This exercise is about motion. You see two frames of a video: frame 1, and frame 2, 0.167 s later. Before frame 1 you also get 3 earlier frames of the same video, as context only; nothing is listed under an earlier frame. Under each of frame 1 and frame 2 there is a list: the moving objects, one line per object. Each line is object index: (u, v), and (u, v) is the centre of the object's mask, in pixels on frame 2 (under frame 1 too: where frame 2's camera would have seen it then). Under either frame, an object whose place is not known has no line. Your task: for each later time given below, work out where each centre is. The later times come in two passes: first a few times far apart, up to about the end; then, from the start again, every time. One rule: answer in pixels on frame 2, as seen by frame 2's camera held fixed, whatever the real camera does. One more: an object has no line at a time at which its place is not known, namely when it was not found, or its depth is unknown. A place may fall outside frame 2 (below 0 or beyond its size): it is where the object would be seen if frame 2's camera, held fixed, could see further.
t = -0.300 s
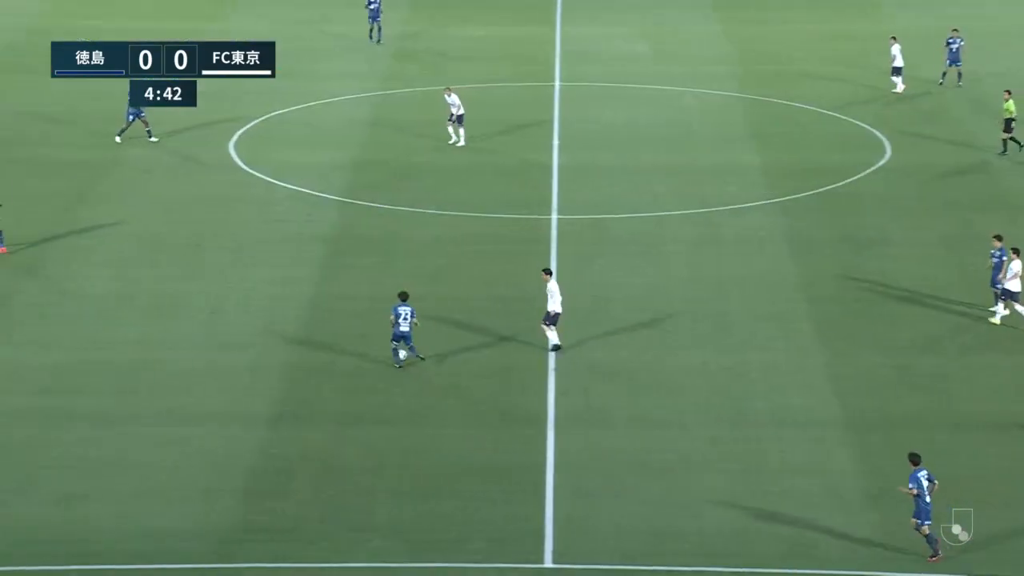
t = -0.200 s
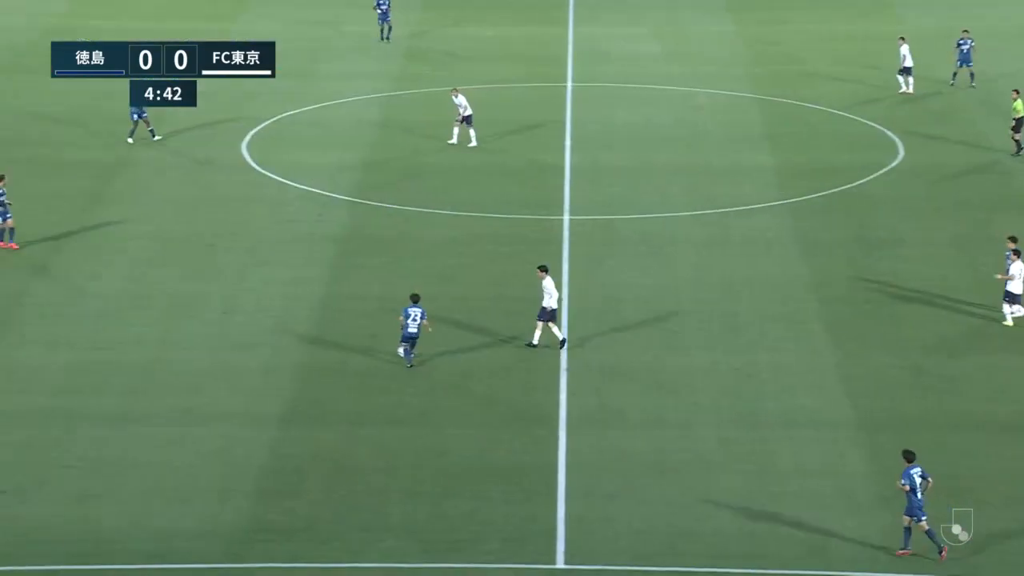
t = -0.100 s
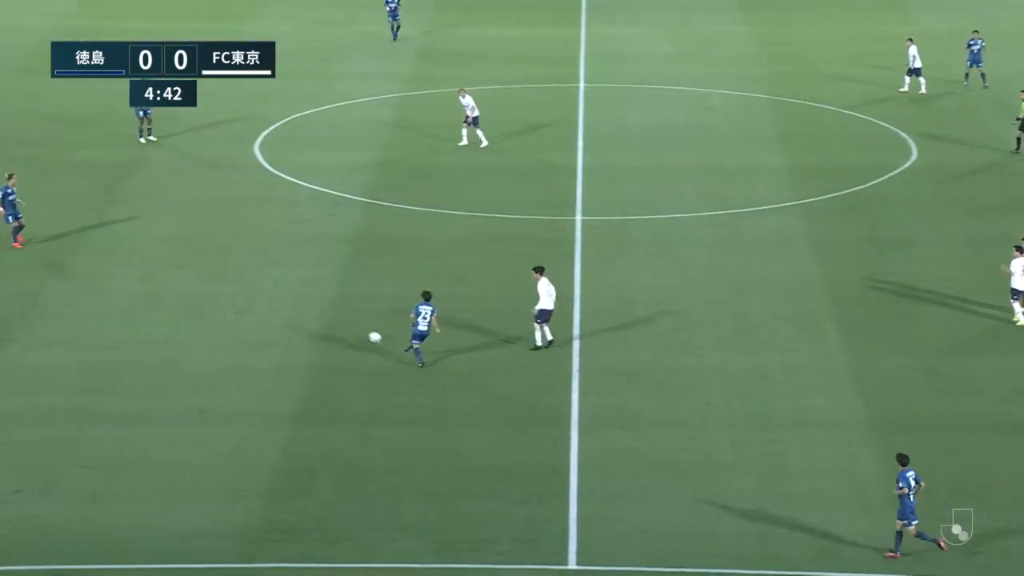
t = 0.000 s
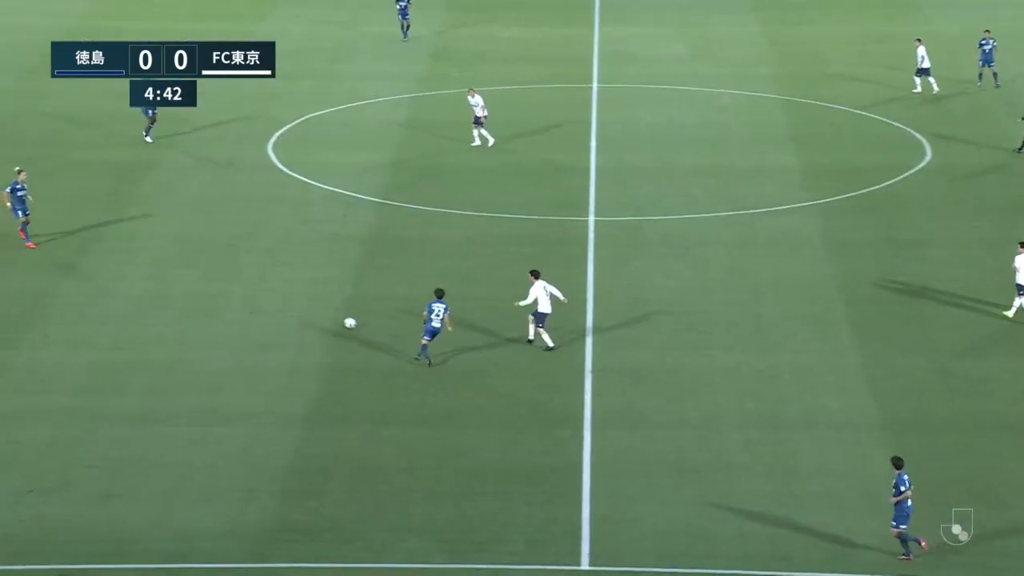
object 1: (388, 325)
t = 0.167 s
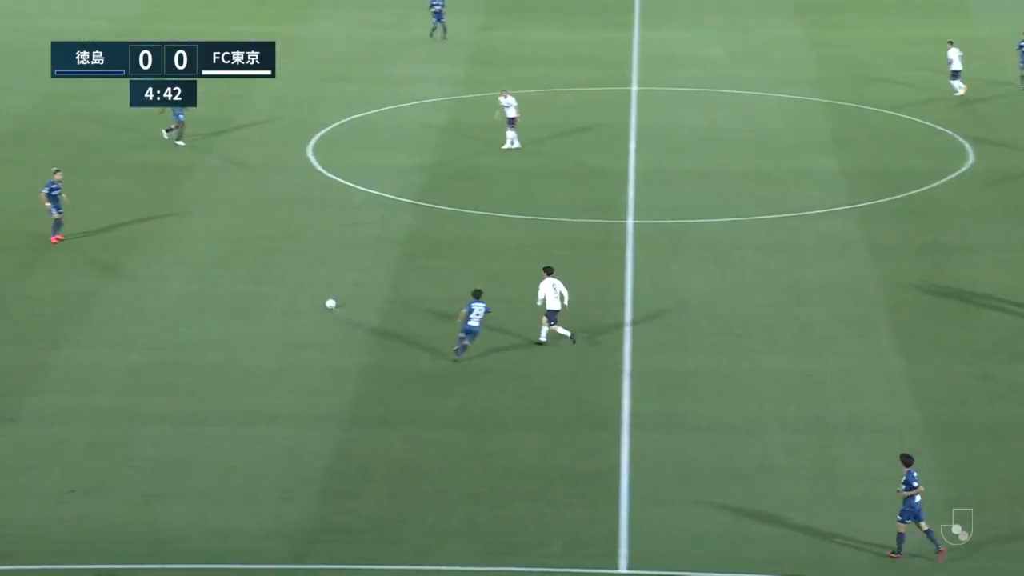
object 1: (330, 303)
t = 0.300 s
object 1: (289, 288)
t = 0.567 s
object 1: (214, 264)
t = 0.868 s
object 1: (146, 241)
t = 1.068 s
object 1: (108, 230)
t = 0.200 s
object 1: (320, 299)
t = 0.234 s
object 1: (309, 295)
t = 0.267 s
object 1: (299, 292)
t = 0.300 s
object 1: (289, 288)
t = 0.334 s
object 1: (279, 285)
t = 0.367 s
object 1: (269, 282)
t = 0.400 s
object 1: (260, 279)
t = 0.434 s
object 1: (251, 275)
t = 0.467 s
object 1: (242, 272)
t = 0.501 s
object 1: (232, 269)
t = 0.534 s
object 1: (223, 267)
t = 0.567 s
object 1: (214, 264)
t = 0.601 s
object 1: (203, 259)
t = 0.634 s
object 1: (197, 257)
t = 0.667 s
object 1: (190, 255)
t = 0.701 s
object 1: (182, 253)
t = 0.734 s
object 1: (175, 250)
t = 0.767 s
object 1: (167, 247)
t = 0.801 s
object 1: (159, 245)
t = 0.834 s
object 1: (152, 243)
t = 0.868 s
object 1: (146, 241)
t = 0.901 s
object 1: (139, 239)
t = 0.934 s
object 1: (133, 237)
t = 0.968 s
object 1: (126, 235)
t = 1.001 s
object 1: (120, 232)
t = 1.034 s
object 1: (113, 231)
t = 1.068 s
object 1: (108, 230)
